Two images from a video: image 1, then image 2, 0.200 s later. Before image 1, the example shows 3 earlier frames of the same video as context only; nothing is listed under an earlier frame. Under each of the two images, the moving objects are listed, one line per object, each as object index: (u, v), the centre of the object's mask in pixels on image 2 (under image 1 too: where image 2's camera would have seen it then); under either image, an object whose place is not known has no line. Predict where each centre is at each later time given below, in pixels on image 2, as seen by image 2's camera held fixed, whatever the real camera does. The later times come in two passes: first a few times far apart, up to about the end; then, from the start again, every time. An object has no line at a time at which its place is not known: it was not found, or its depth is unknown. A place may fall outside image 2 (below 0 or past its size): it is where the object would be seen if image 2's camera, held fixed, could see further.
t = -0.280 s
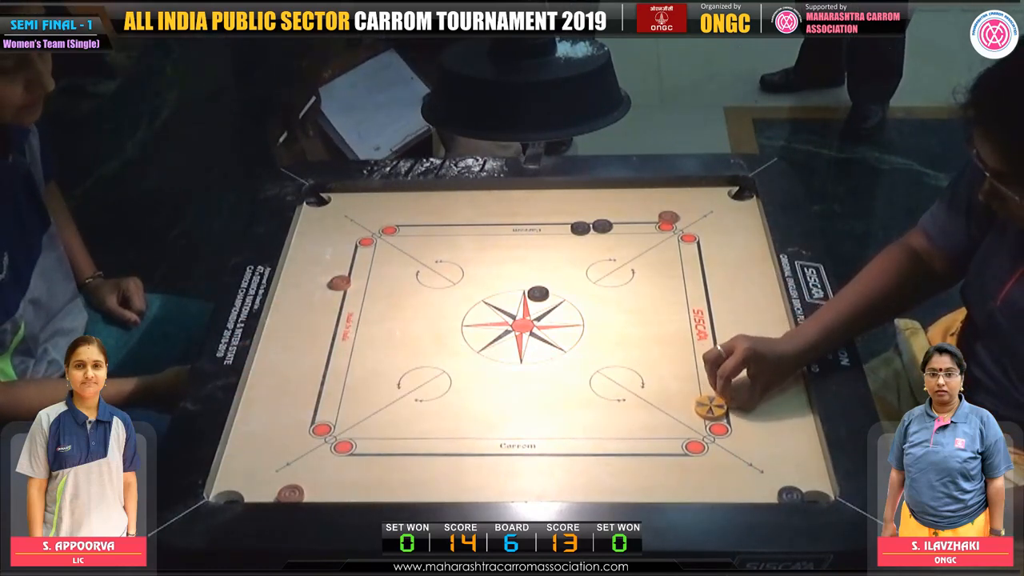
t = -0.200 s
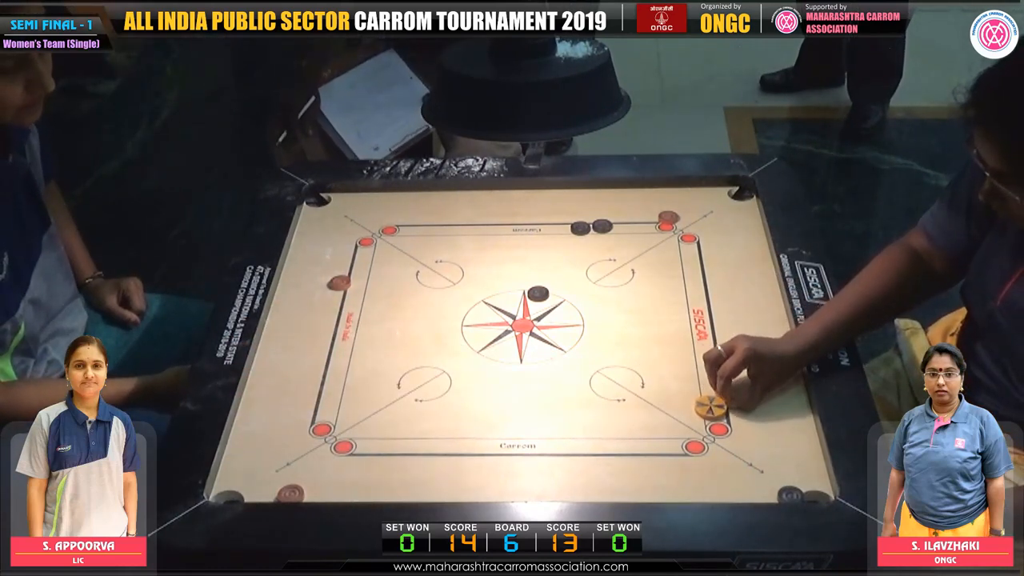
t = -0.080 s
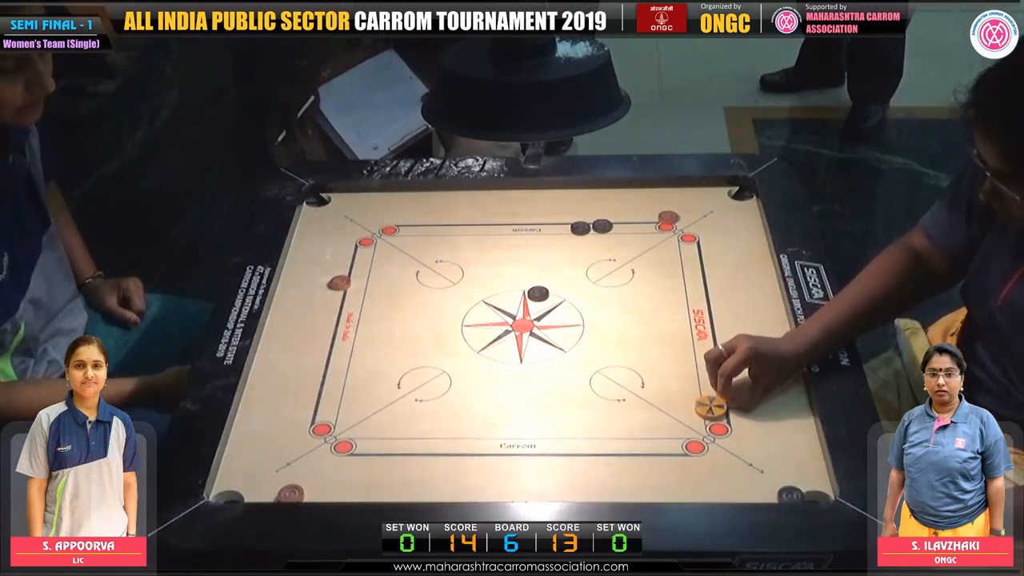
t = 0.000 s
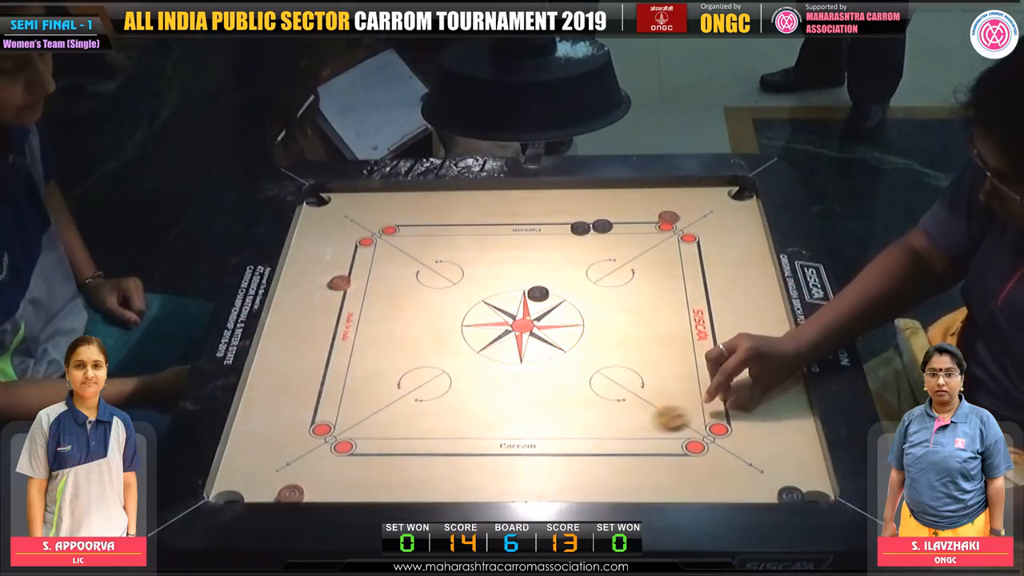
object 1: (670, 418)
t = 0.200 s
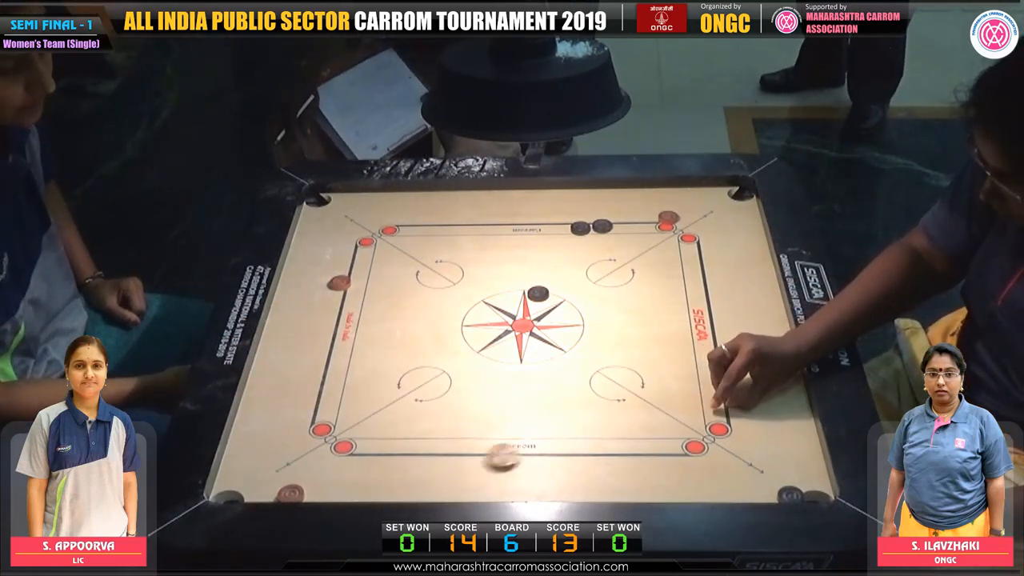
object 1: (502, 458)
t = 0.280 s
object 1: (441, 470)
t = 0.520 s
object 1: (305, 493)
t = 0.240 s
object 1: (471, 464)
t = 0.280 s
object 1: (441, 470)
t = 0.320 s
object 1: (412, 476)
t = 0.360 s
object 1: (384, 482)
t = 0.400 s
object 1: (358, 486)
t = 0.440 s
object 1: (333, 490)
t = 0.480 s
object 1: (315, 492)
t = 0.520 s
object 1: (305, 493)
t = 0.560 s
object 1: (296, 494)
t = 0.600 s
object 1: (288, 494)
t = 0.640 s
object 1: (282, 495)
